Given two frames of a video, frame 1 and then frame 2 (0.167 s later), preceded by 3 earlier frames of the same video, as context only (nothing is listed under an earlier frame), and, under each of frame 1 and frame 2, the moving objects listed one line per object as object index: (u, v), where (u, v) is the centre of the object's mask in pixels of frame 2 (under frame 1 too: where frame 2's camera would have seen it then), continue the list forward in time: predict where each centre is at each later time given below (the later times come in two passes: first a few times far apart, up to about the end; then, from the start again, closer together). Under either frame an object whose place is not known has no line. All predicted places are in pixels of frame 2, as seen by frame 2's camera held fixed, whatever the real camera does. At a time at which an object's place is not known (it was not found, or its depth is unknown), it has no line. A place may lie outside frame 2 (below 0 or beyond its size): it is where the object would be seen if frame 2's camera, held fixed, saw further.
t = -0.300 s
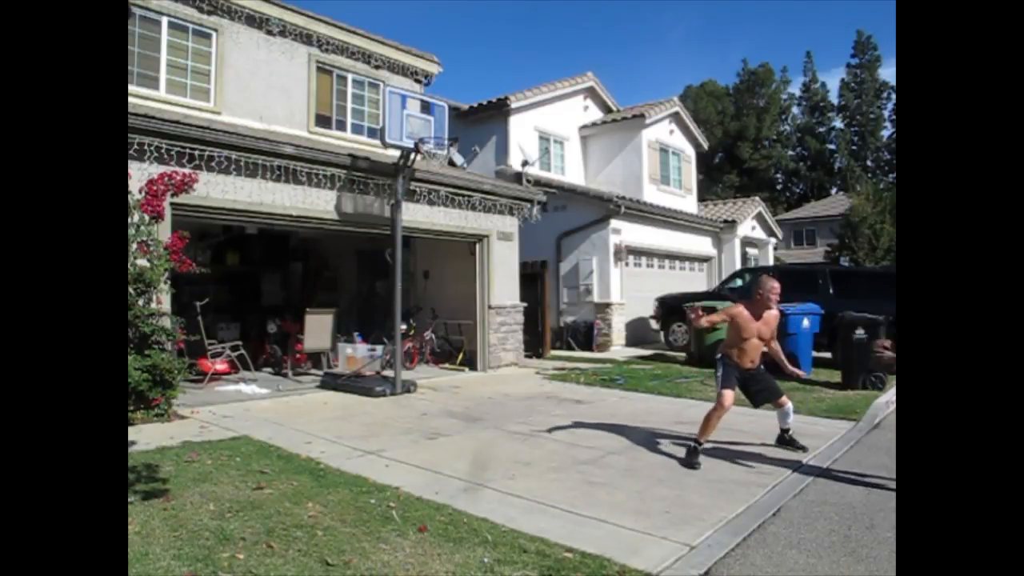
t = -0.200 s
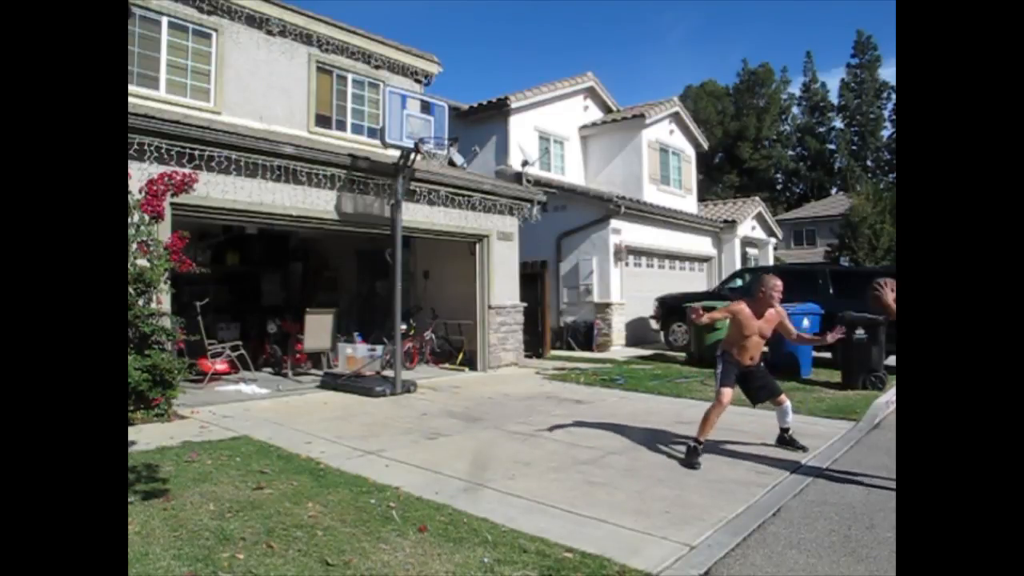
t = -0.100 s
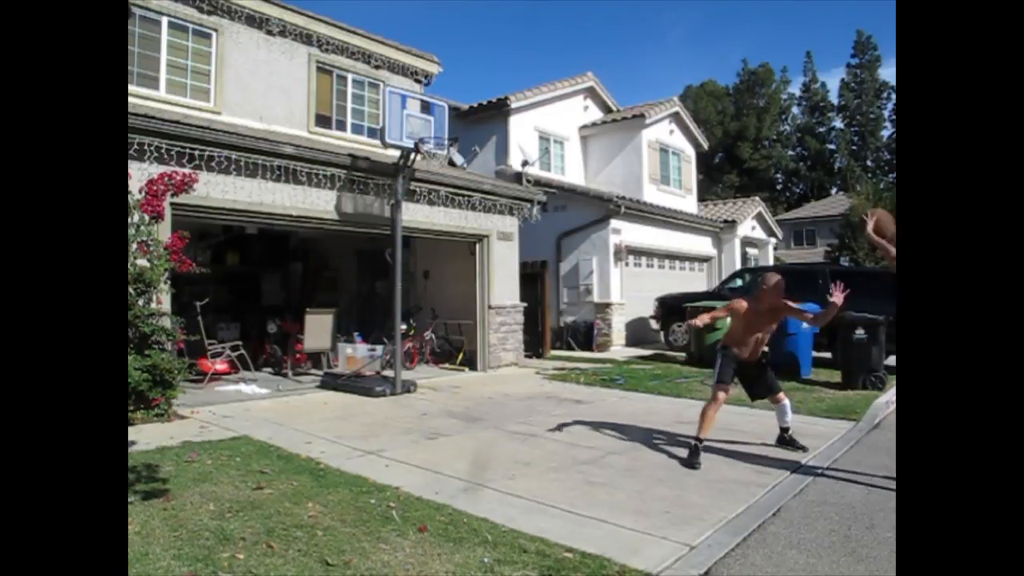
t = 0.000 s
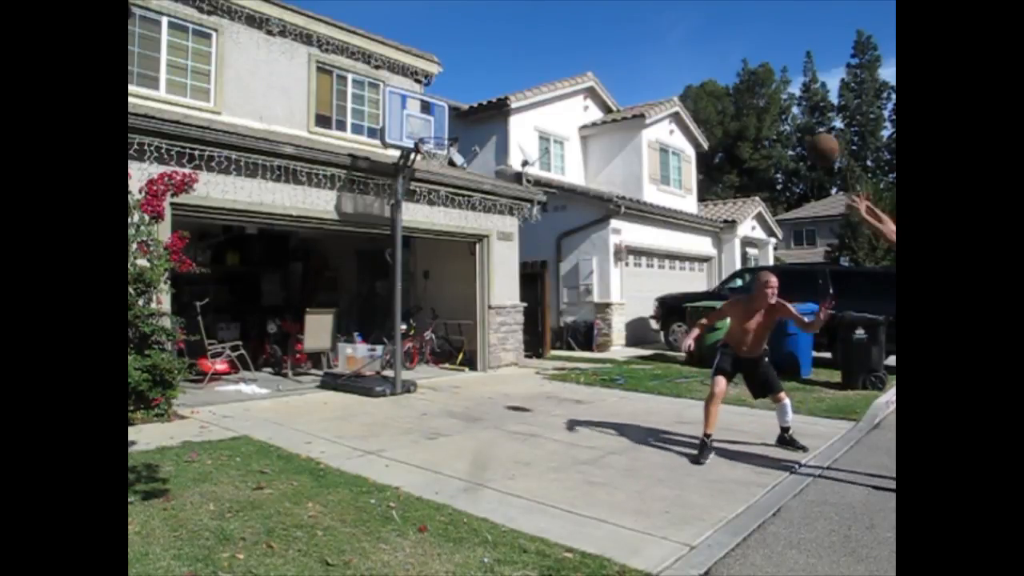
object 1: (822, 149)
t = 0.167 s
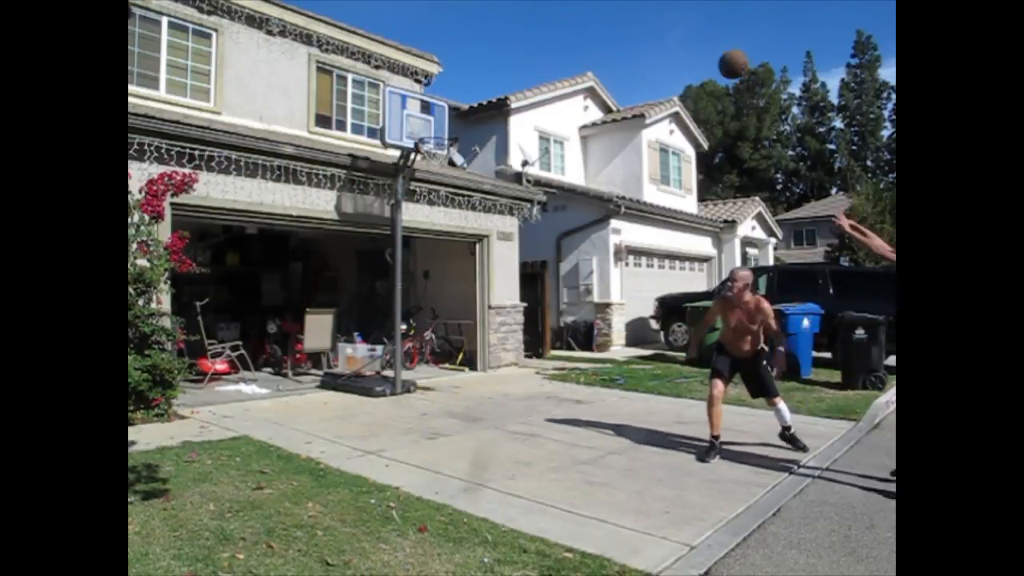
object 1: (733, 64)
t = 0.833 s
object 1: (496, 68)
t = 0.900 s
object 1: (479, 89)
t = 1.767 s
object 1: (442, 251)
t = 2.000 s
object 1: (443, 362)
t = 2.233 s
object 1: (449, 321)
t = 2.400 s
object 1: (453, 279)
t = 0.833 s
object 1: (496, 68)
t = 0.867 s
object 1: (487, 78)
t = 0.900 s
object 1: (479, 89)
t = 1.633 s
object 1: (442, 206)
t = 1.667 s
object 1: (442, 215)
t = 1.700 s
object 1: (442, 227)
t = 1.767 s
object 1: (442, 251)
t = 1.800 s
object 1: (442, 264)
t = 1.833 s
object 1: (443, 278)
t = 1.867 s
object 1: (443, 293)
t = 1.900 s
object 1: (443, 309)
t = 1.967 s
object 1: (443, 344)
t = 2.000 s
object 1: (443, 362)
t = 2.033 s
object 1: (443, 381)
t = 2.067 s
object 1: (443, 387)
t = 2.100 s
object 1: (444, 372)
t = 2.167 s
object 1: (446, 346)
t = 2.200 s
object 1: (448, 332)
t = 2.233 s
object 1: (449, 321)
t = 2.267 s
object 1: (450, 310)
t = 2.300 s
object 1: (450, 301)
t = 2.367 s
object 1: (452, 286)
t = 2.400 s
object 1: (453, 279)
